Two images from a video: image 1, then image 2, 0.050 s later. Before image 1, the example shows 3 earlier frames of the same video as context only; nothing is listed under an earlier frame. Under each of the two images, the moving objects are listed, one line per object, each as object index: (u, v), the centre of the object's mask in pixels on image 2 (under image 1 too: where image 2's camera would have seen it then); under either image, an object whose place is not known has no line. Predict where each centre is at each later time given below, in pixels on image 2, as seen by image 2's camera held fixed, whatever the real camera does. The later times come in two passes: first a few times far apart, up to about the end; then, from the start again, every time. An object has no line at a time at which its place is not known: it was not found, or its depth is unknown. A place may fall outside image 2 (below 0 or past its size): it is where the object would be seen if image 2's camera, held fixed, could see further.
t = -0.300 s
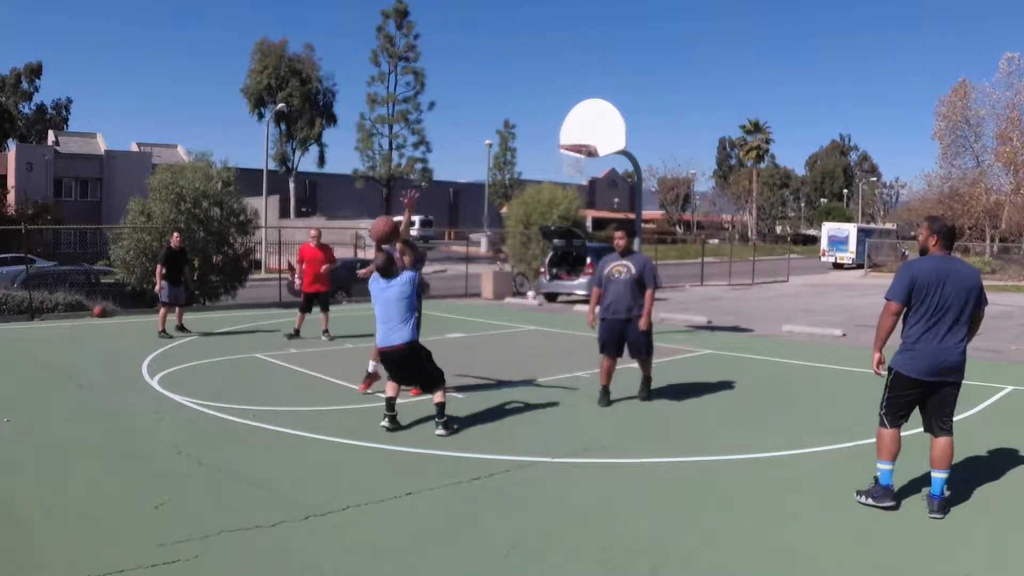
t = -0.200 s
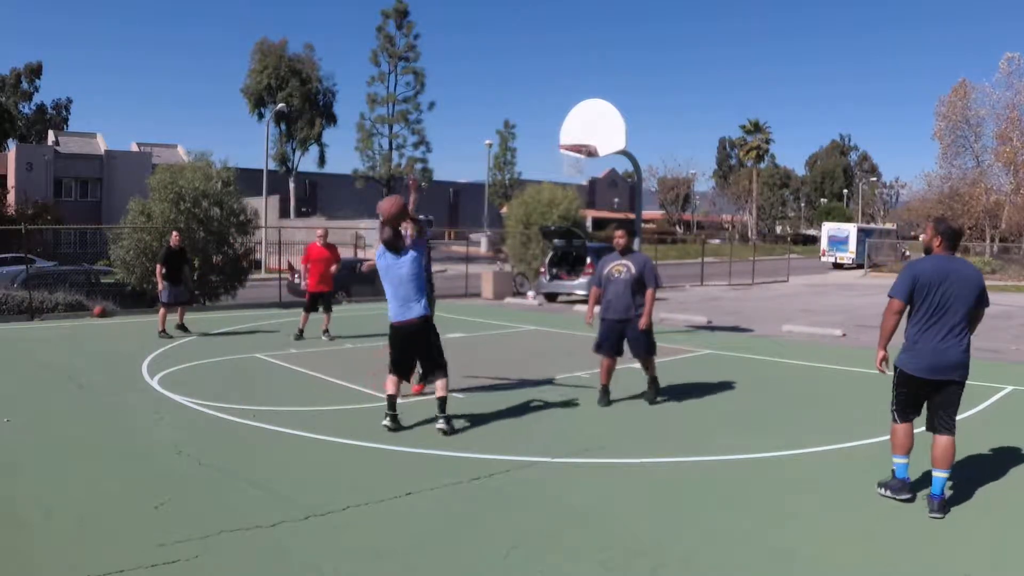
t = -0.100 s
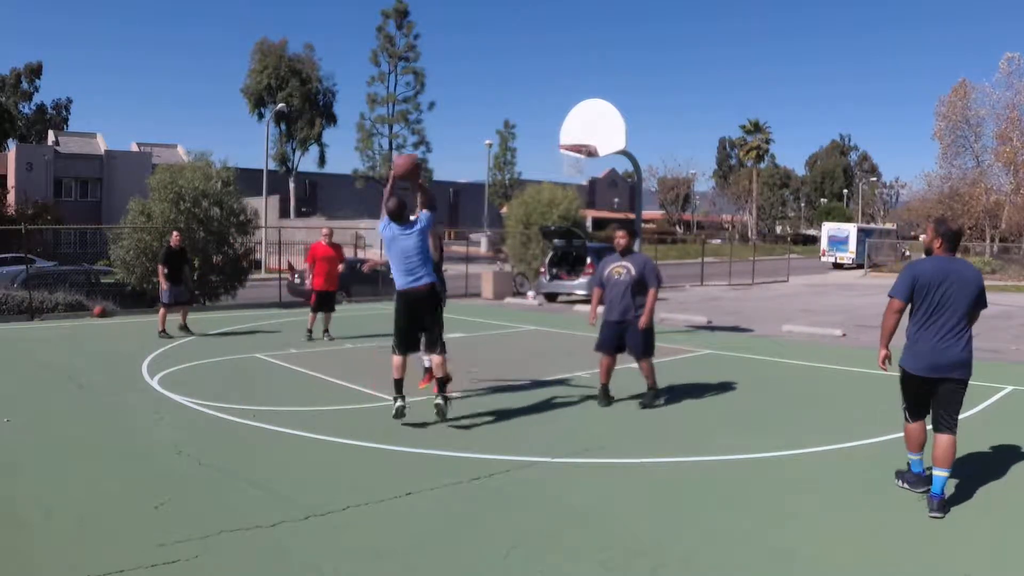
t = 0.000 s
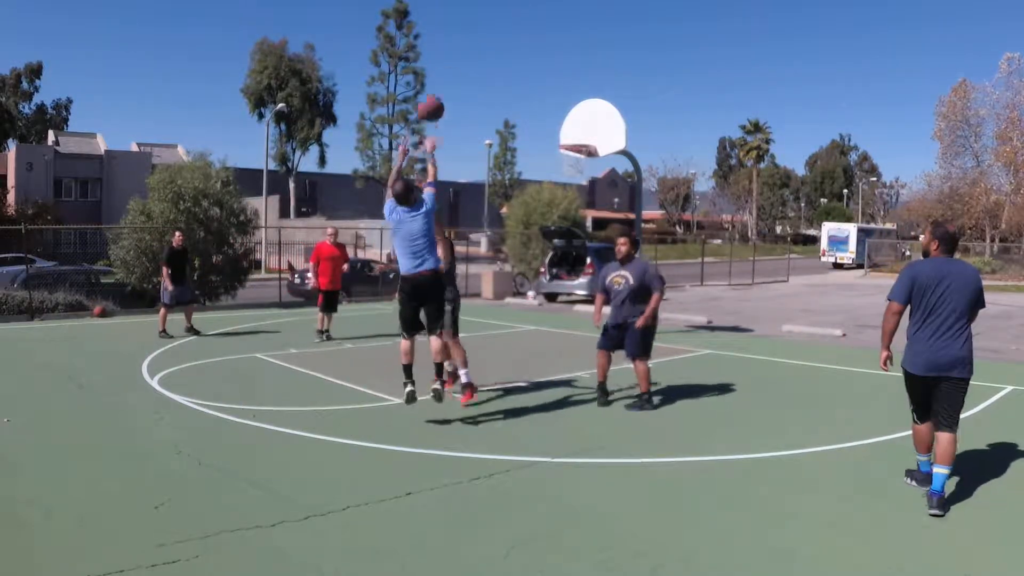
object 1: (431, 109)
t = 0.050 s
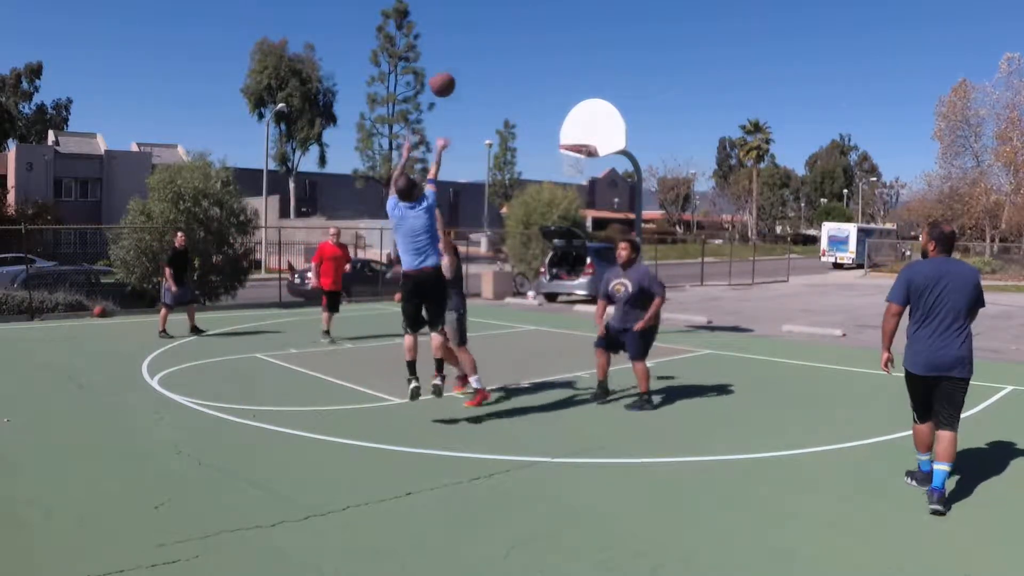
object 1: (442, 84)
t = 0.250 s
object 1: (482, 26)
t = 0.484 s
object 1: (517, 14)
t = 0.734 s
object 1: (545, 47)
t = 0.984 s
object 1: (567, 115)
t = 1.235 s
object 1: (576, 184)
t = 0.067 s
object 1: (446, 78)
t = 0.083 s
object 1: (450, 71)
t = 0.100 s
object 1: (454, 64)
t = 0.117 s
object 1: (457, 59)
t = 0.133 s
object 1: (460, 53)
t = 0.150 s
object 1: (464, 48)
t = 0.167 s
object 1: (466, 44)
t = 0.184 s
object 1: (470, 40)
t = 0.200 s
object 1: (473, 36)
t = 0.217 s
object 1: (476, 32)
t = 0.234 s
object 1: (478, 29)
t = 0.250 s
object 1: (482, 26)
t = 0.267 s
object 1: (485, 23)
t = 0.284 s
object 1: (488, 21)
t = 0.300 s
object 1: (490, 19)
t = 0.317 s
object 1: (493, 18)
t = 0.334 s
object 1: (496, 16)
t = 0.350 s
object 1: (498, 15)
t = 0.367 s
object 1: (501, 14)
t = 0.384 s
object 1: (503, 13)
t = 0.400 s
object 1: (506, 13)
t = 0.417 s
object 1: (508, 12)
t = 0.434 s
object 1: (510, 13)
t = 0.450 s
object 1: (513, 13)
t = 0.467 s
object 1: (515, 13)
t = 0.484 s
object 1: (517, 14)
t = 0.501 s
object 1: (518, 15)
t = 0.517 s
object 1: (521, 16)
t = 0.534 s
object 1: (523, 17)
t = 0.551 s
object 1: (525, 18)
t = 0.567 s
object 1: (527, 20)
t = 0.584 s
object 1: (529, 22)
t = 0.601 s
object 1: (531, 24)
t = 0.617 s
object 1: (533, 26)
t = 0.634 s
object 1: (535, 29)
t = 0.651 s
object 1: (537, 32)
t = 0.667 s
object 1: (538, 34)
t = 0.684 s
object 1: (540, 37)
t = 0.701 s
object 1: (542, 40)
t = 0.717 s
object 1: (544, 44)
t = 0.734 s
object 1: (545, 47)
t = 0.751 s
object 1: (547, 51)
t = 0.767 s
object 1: (549, 54)
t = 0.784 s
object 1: (550, 58)
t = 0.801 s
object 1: (552, 62)
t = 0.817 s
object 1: (554, 66)
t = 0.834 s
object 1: (555, 70)
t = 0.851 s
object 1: (557, 75)
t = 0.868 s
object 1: (558, 79)
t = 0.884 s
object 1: (559, 84)
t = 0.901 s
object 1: (561, 89)
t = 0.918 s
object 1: (562, 94)
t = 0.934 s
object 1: (563, 99)
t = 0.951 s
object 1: (565, 104)
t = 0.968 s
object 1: (566, 109)
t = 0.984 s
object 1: (567, 115)
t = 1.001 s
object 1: (569, 120)
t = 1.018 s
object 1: (569, 126)
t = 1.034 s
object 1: (570, 131)
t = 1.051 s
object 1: (572, 137)
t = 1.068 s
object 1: (572, 142)
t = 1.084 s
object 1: (574, 149)
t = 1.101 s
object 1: (575, 155)
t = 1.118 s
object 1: (575, 161)
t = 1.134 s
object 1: (574, 164)
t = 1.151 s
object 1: (575, 166)
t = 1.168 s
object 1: (575, 169)
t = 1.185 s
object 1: (575, 171)
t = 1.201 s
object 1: (575, 175)
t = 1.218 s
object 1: (576, 179)
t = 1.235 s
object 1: (576, 184)
